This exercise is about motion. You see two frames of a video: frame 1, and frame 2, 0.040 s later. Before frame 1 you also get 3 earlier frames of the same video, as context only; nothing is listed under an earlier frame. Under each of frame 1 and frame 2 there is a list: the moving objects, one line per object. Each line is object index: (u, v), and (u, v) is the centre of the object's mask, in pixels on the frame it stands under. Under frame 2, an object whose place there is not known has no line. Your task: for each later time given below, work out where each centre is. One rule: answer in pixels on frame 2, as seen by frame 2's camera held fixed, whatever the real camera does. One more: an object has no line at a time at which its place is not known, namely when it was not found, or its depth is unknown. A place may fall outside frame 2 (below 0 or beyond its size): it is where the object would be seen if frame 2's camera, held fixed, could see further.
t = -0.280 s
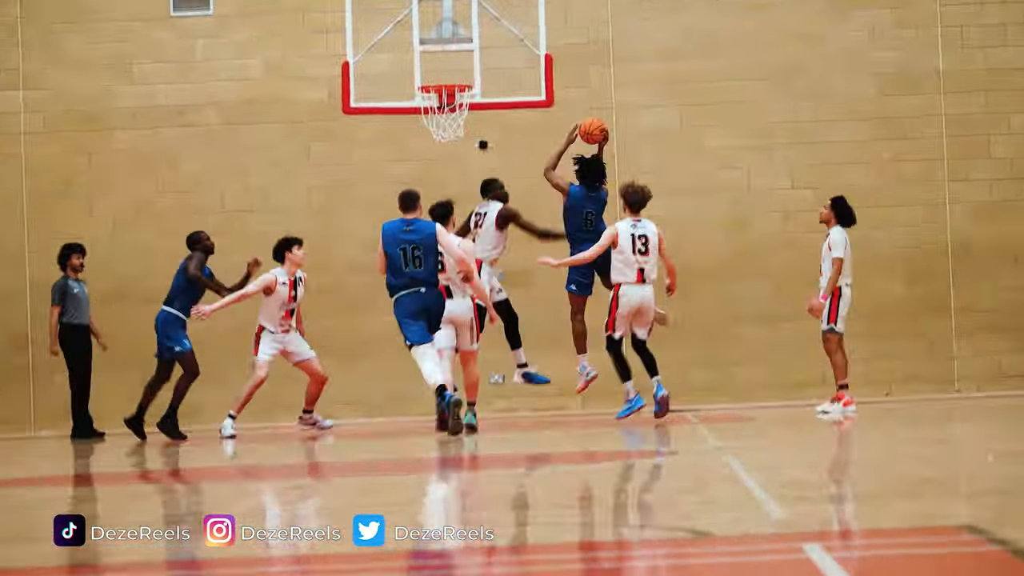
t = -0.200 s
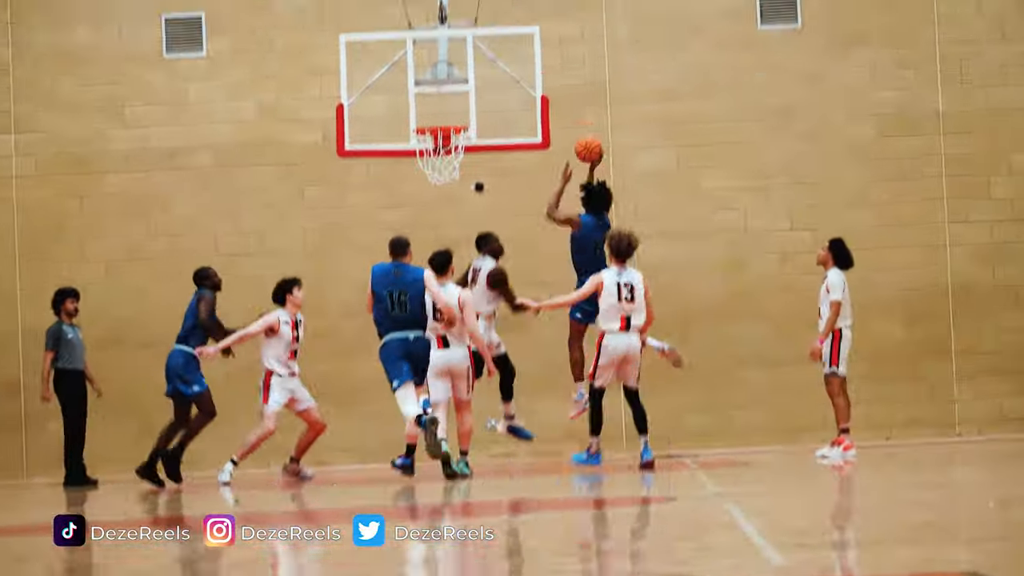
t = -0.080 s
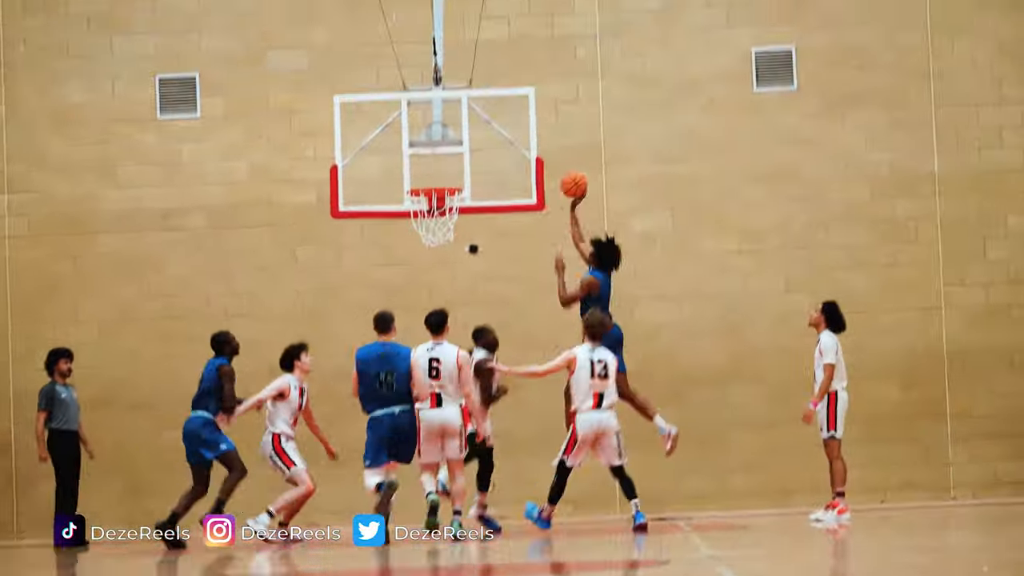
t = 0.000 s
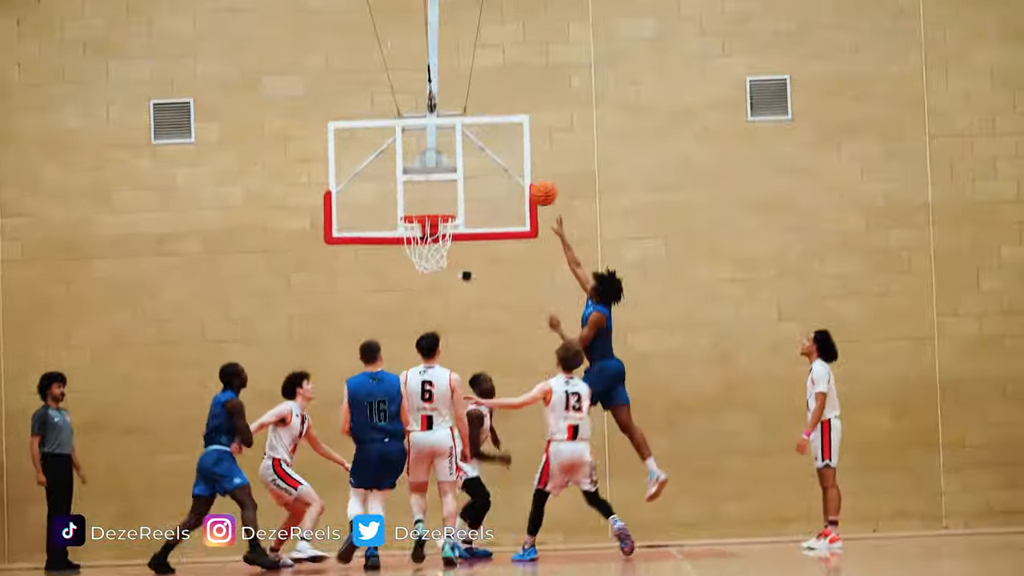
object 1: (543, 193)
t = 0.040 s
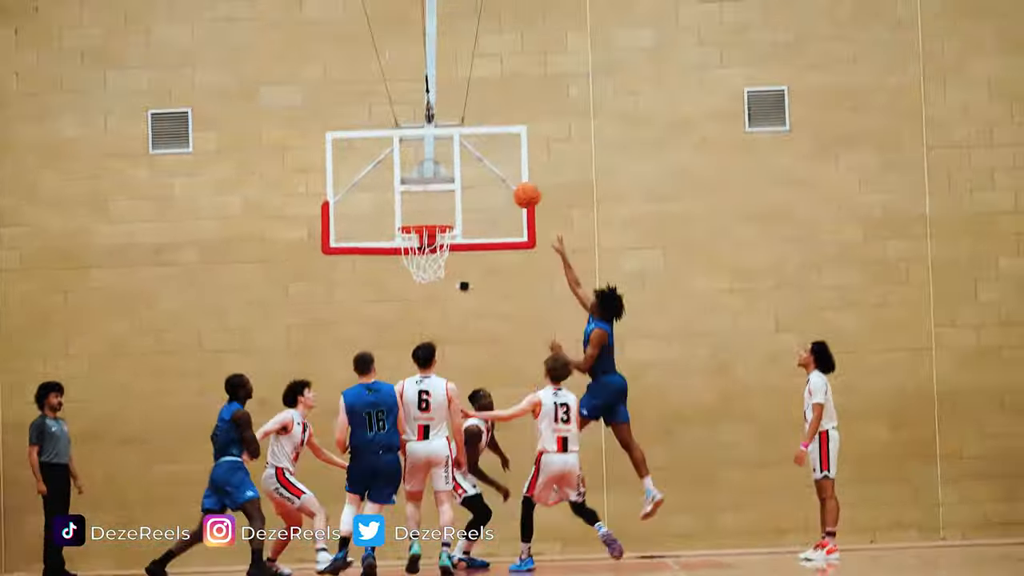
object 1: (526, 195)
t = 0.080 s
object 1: (513, 188)
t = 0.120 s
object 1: (500, 183)
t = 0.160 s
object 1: (487, 182)
